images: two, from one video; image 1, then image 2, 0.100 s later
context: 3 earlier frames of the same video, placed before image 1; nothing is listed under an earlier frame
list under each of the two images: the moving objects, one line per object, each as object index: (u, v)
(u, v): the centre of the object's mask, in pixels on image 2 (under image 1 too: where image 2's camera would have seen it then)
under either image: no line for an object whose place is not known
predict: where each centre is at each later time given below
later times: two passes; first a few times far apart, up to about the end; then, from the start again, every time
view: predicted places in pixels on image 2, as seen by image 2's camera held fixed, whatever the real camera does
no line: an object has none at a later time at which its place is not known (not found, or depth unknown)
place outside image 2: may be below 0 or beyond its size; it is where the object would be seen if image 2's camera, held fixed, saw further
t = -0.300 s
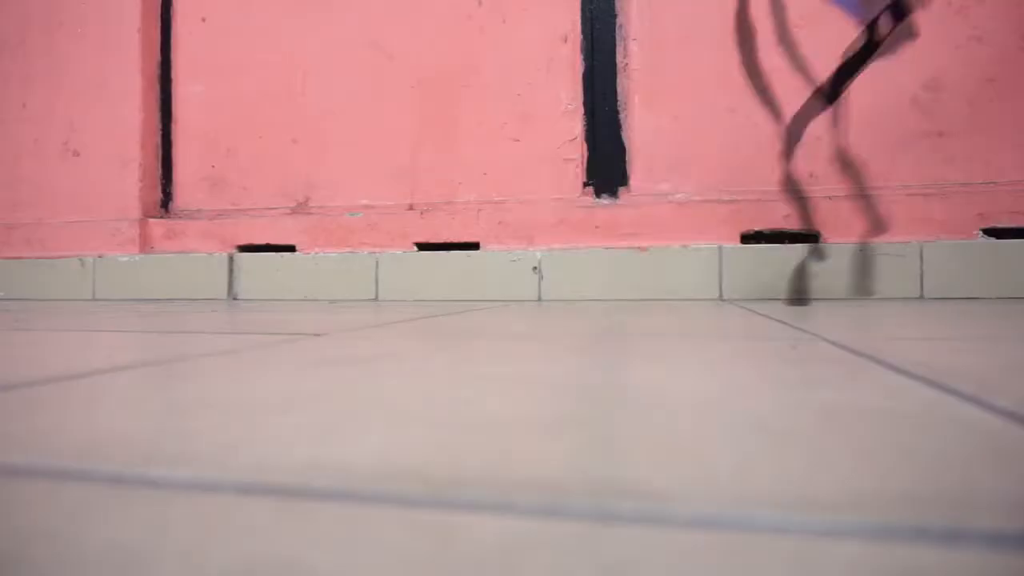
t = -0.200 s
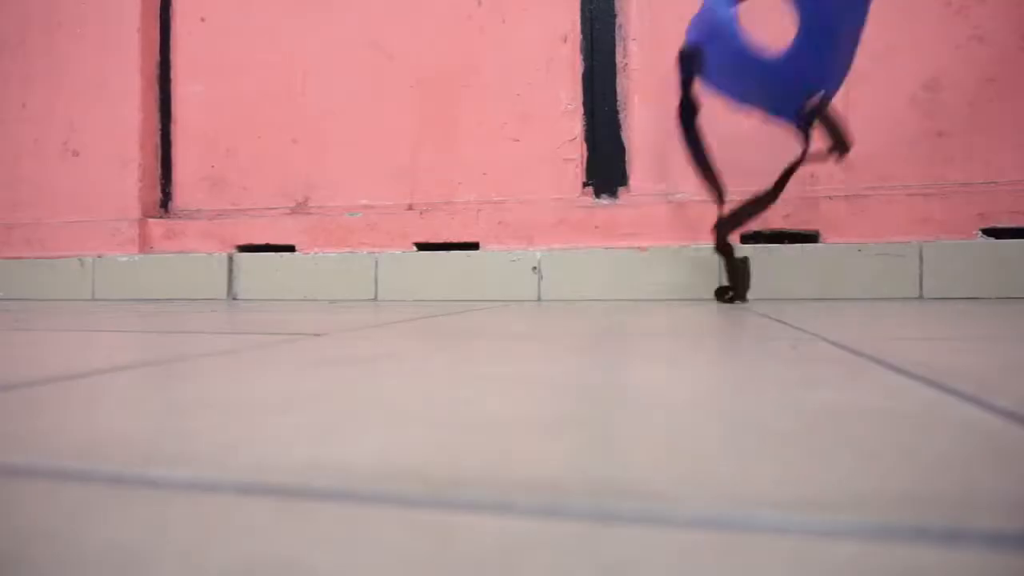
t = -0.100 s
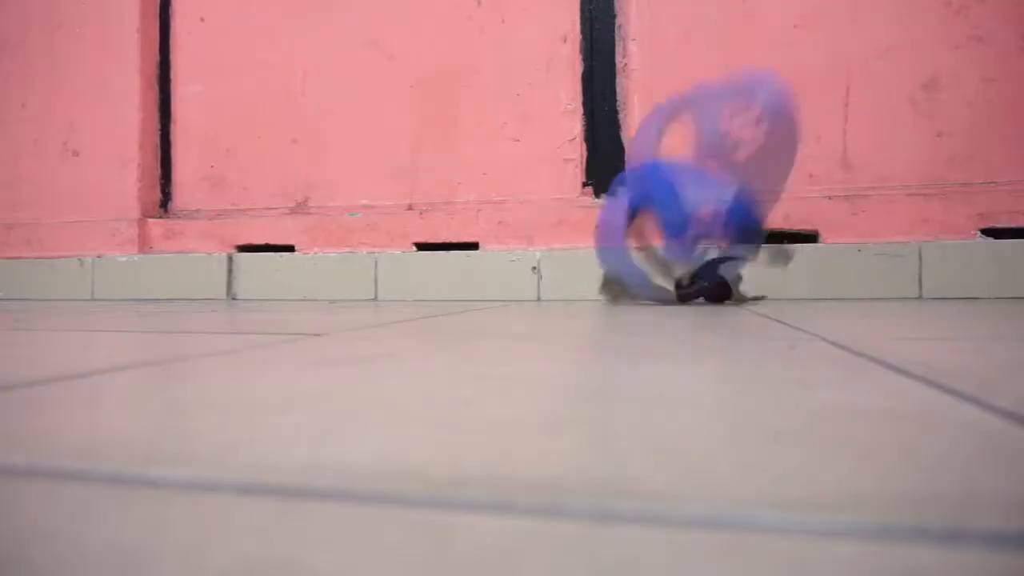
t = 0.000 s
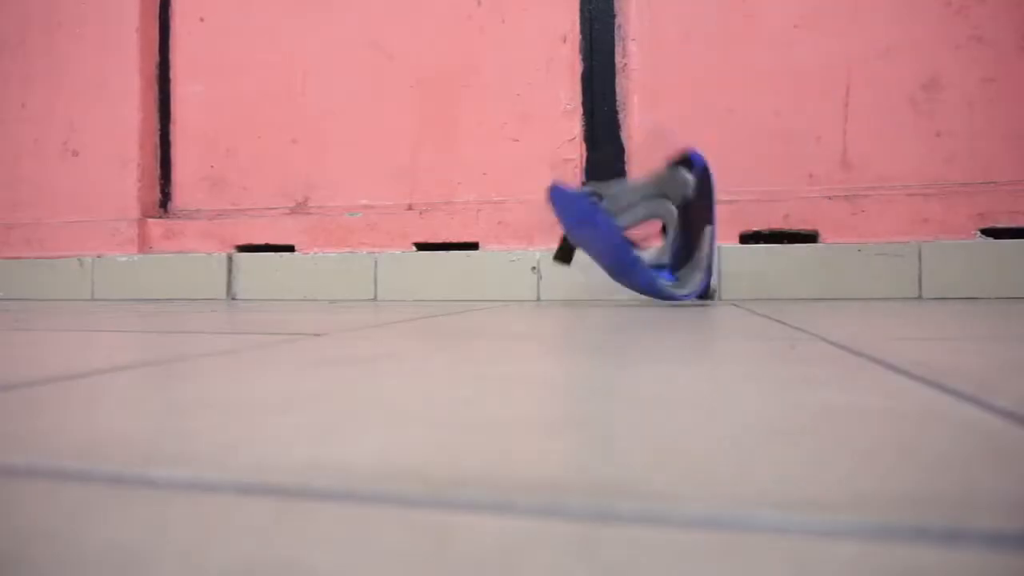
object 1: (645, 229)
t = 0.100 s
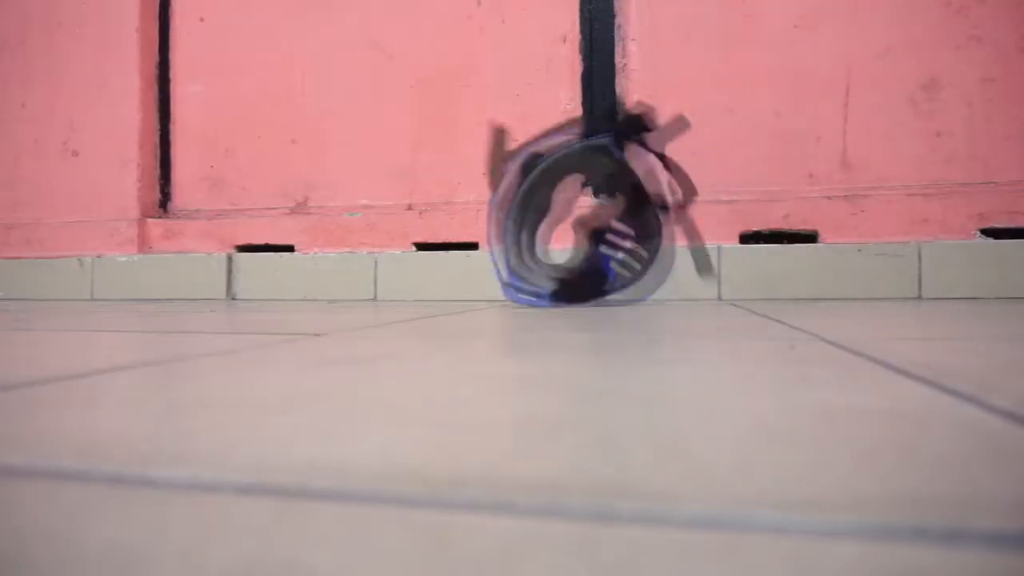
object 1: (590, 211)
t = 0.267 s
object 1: (492, 197)
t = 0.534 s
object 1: (454, 252)
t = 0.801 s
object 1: (486, 248)
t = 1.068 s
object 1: (471, 253)
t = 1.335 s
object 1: (472, 242)
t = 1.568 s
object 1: (475, 248)
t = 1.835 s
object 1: (460, 261)
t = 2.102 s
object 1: (473, 252)
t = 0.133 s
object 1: (563, 203)
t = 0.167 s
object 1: (544, 203)
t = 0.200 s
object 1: (533, 200)
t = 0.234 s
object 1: (509, 205)
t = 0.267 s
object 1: (492, 197)
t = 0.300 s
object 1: (474, 196)
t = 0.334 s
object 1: (460, 204)
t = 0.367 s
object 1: (455, 221)
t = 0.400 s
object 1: (441, 236)
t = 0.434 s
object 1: (434, 250)
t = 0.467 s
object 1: (455, 254)
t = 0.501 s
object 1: (456, 253)
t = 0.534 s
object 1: (454, 252)
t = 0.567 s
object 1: (461, 252)
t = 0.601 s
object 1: (471, 250)
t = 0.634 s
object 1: (475, 250)
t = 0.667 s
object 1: (481, 249)
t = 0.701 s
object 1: (482, 249)
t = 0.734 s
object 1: (484, 249)
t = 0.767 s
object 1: (485, 248)
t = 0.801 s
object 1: (486, 248)
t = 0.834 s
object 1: (484, 249)
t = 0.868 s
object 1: (480, 251)
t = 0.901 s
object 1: (479, 251)
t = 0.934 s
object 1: (481, 250)
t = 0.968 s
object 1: (479, 249)
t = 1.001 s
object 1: (477, 249)
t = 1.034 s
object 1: (474, 251)
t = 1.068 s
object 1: (471, 253)
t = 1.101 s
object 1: (468, 254)
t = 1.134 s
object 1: (468, 256)
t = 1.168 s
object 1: (462, 252)
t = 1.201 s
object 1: (463, 252)
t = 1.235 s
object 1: (465, 247)
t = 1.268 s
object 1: (468, 244)
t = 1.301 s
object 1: (470, 242)
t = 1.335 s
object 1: (472, 242)
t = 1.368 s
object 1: (475, 243)
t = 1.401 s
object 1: (478, 244)
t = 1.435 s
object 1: (479, 245)
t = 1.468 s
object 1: (478, 245)
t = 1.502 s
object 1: (476, 246)
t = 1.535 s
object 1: (475, 247)
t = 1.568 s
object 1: (475, 248)
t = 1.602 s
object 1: (475, 249)
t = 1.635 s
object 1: (473, 250)
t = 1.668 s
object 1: (471, 251)
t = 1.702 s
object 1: (469, 252)
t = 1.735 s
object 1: (467, 254)
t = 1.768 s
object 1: (464, 256)
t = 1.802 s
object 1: (462, 259)
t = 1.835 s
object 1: (460, 261)
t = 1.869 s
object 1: (461, 260)
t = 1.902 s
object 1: (463, 258)
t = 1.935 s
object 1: (464, 256)
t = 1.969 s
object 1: (465, 256)
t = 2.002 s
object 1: (467, 255)
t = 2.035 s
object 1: (469, 254)
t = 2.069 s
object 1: (471, 253)
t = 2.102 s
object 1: (473, 252)
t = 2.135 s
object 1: (474, 252)
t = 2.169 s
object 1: (475, 251)
